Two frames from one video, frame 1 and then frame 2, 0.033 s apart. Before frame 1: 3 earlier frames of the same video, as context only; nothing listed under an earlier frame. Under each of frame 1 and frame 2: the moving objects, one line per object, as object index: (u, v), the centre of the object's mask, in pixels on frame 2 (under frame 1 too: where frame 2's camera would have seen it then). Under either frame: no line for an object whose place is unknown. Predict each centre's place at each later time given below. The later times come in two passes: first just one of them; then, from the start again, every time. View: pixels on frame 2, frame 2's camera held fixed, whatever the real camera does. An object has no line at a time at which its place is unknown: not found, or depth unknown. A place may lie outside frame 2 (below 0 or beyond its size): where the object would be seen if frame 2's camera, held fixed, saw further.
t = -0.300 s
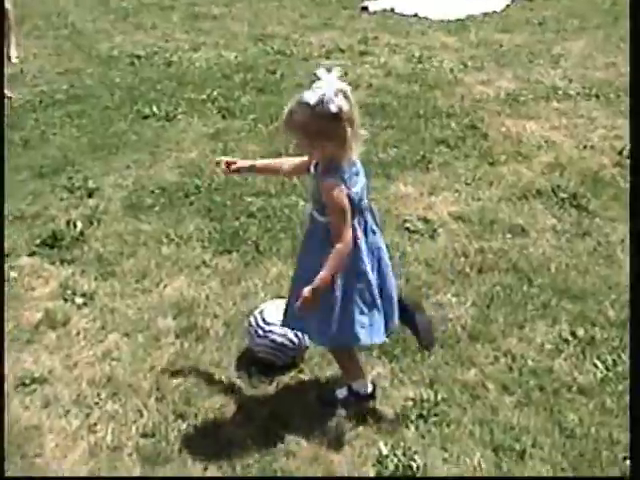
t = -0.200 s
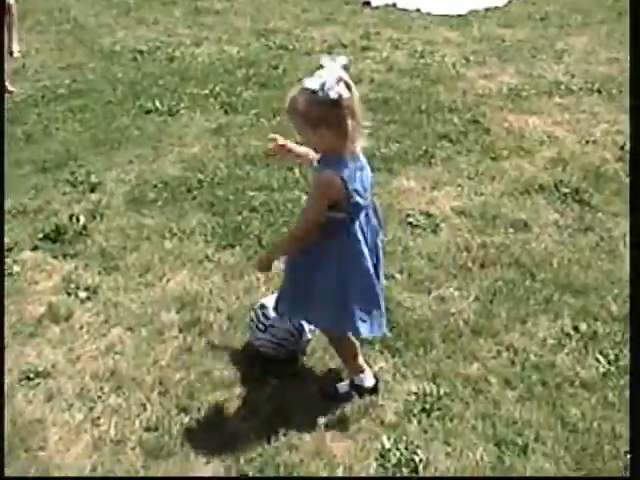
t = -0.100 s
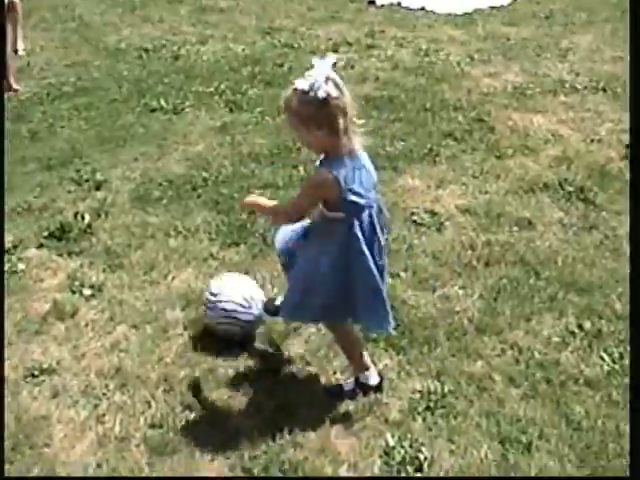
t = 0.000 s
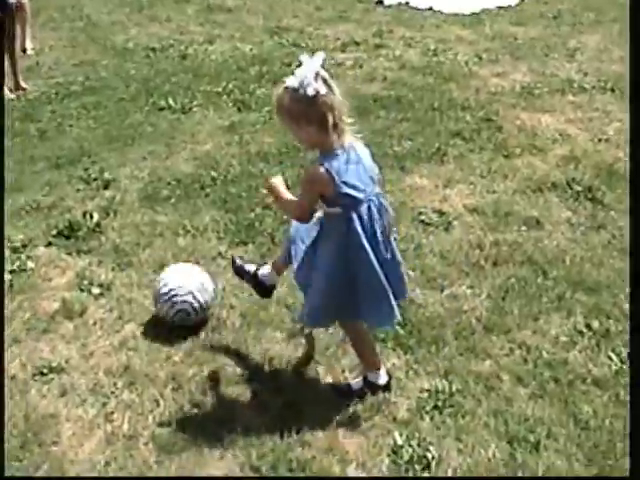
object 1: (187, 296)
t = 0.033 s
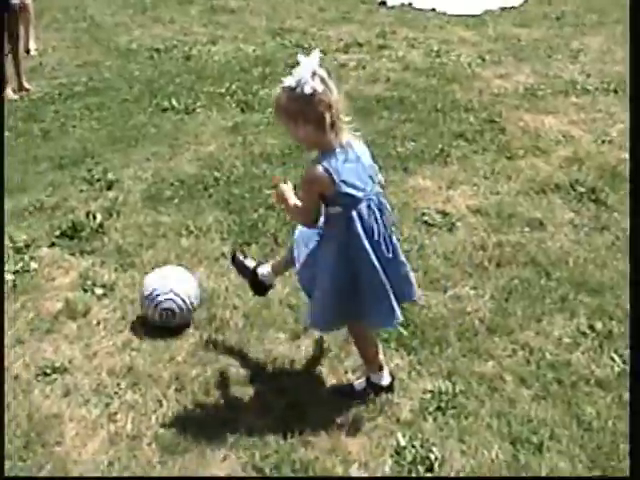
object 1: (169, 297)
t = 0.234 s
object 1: (105, 284)
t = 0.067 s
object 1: (156, 292)
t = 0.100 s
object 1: (146, 287)
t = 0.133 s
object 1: (135, 283)
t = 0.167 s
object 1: (126, 281)
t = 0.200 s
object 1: (116, 284)
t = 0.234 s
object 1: (105, 284)
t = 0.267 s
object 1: (94, 281)
